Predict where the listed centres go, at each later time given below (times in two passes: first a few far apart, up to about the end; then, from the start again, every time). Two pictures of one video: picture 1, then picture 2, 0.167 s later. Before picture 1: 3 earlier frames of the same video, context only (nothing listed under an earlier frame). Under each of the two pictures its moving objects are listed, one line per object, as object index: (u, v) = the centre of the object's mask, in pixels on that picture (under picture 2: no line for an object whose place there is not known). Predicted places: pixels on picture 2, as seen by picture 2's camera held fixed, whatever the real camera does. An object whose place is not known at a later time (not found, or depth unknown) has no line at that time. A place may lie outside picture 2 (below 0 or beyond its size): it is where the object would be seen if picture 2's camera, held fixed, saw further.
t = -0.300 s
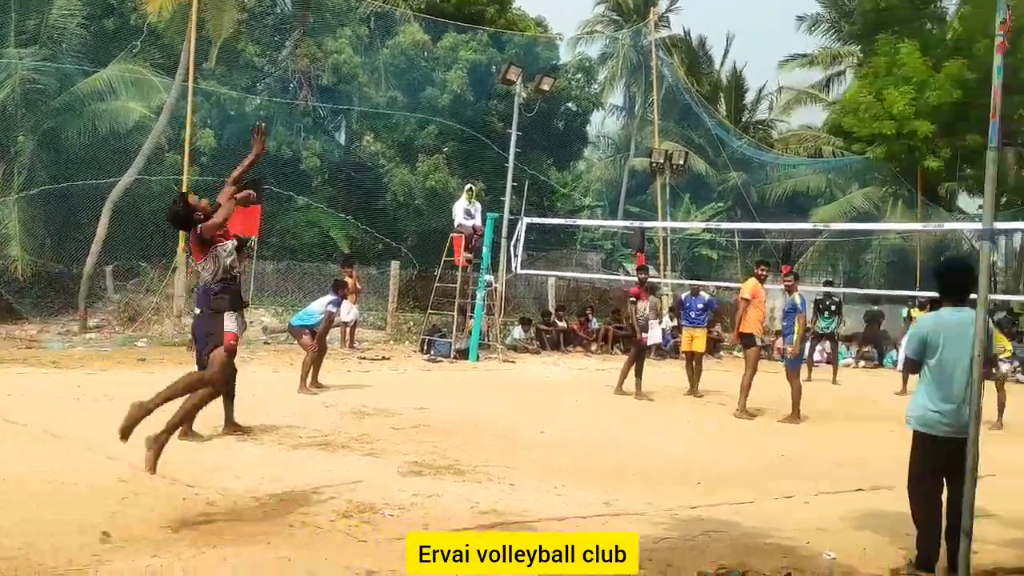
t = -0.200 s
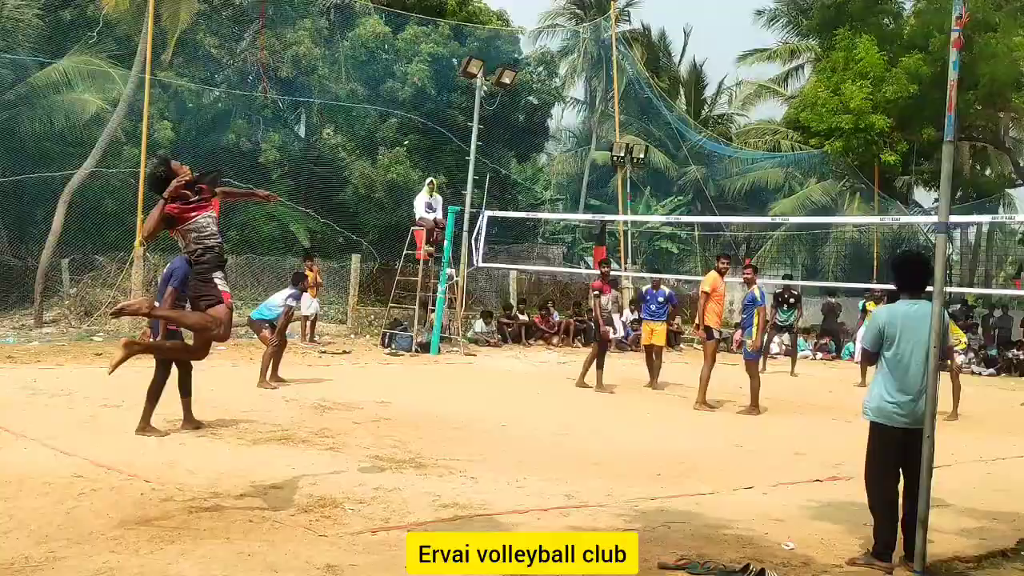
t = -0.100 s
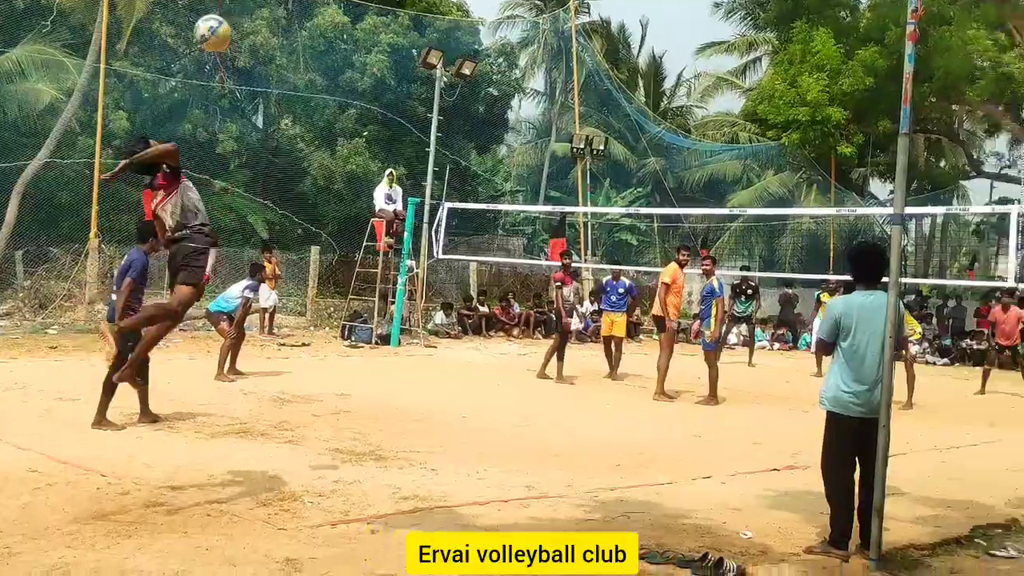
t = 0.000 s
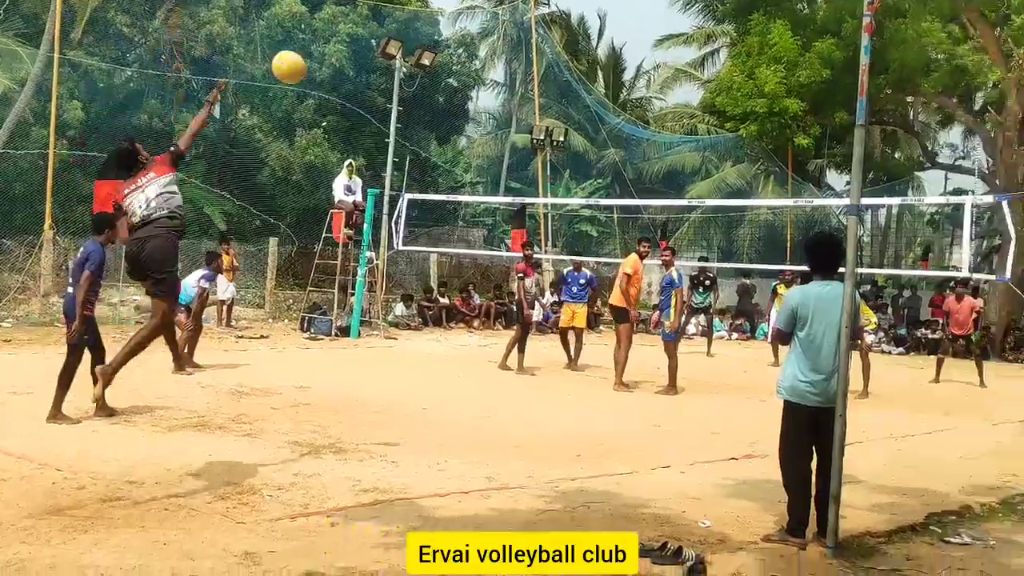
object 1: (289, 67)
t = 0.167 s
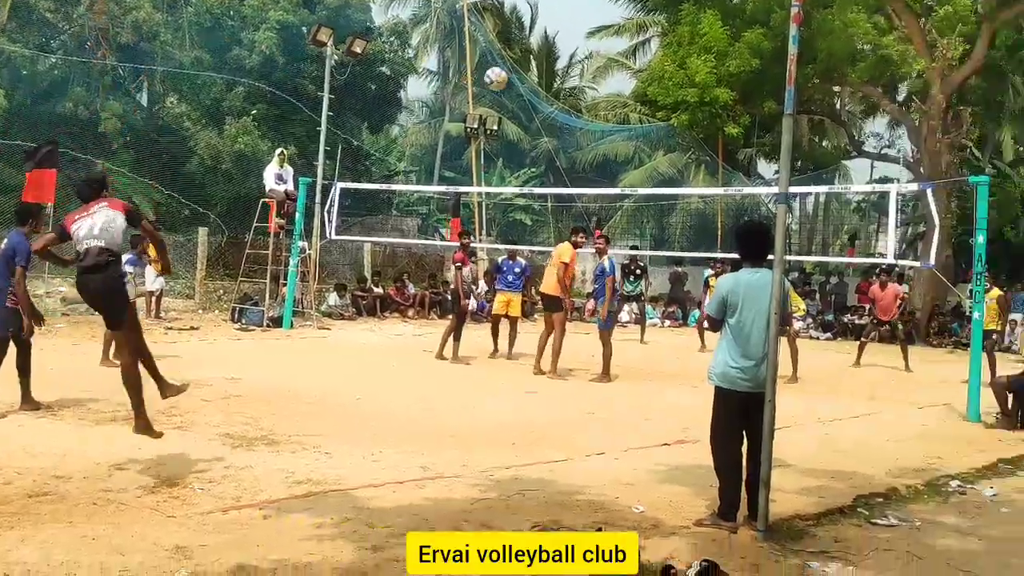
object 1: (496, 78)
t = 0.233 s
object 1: (557, 96)
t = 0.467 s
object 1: (680, 173)
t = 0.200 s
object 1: (528, 87)
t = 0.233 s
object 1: (557, 96)
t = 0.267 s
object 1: (582, 105)
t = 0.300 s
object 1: (604, 115)
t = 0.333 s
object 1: (624, 126)
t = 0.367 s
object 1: (641, 137)
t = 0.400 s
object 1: (656, 149)
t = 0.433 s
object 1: (669, 159)
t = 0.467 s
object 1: (680, 173)
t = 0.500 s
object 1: (690, 183)
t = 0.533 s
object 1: (699, 199)
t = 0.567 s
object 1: (707, 211)
